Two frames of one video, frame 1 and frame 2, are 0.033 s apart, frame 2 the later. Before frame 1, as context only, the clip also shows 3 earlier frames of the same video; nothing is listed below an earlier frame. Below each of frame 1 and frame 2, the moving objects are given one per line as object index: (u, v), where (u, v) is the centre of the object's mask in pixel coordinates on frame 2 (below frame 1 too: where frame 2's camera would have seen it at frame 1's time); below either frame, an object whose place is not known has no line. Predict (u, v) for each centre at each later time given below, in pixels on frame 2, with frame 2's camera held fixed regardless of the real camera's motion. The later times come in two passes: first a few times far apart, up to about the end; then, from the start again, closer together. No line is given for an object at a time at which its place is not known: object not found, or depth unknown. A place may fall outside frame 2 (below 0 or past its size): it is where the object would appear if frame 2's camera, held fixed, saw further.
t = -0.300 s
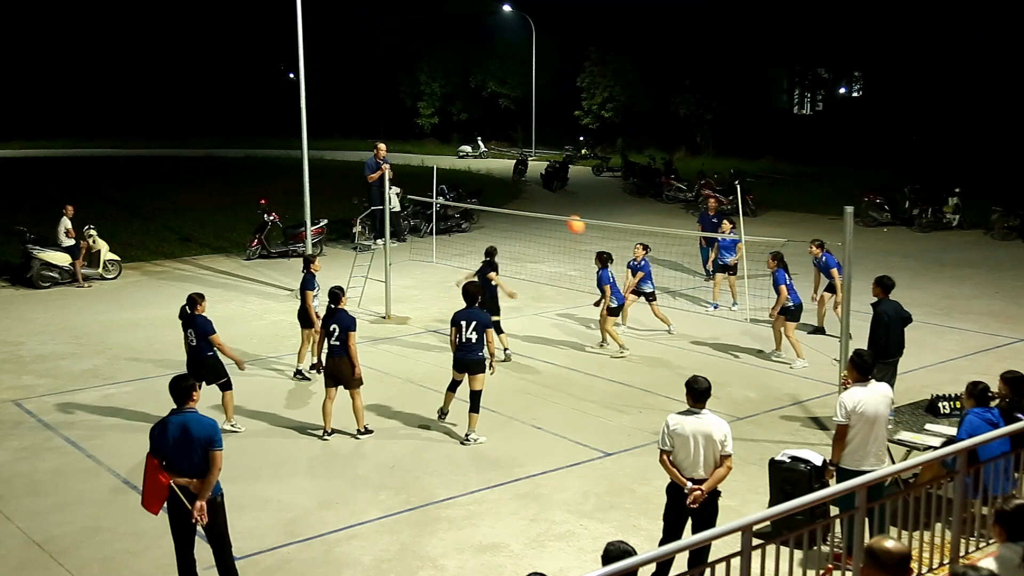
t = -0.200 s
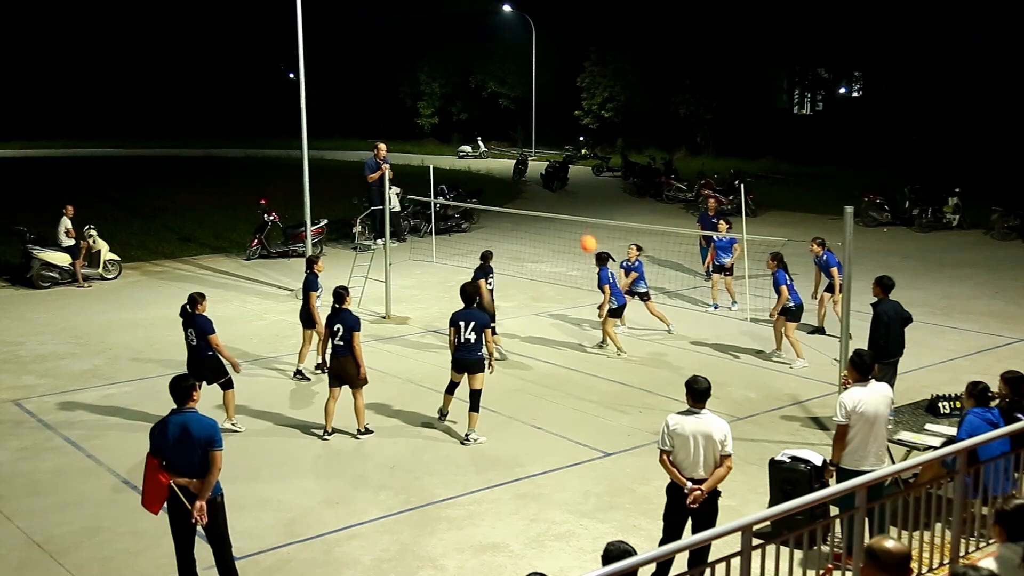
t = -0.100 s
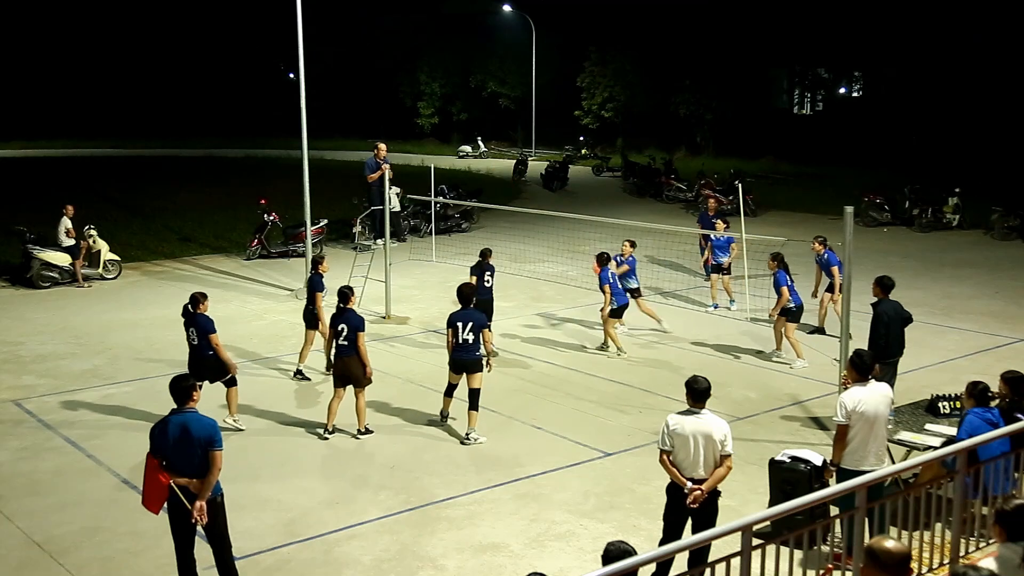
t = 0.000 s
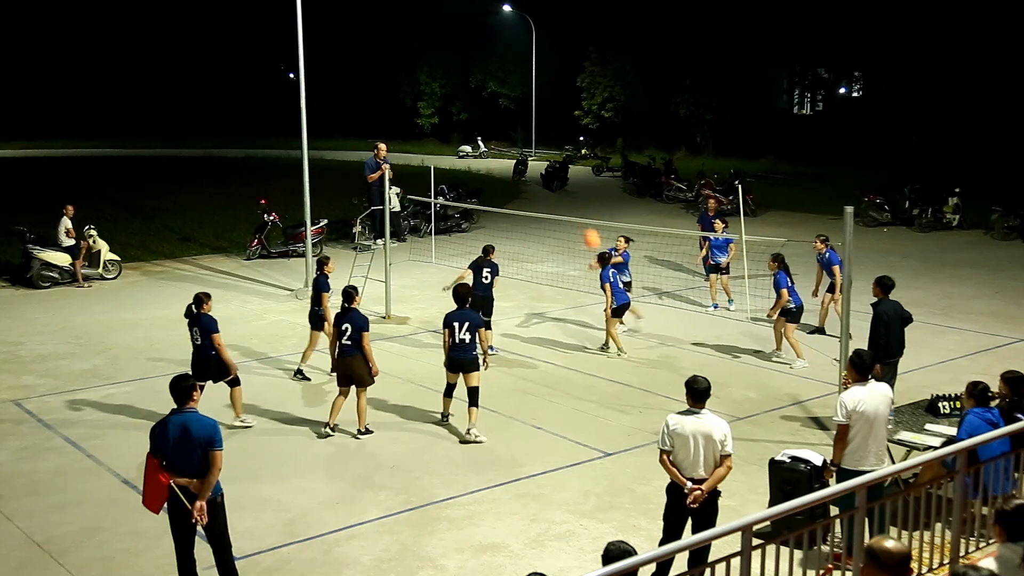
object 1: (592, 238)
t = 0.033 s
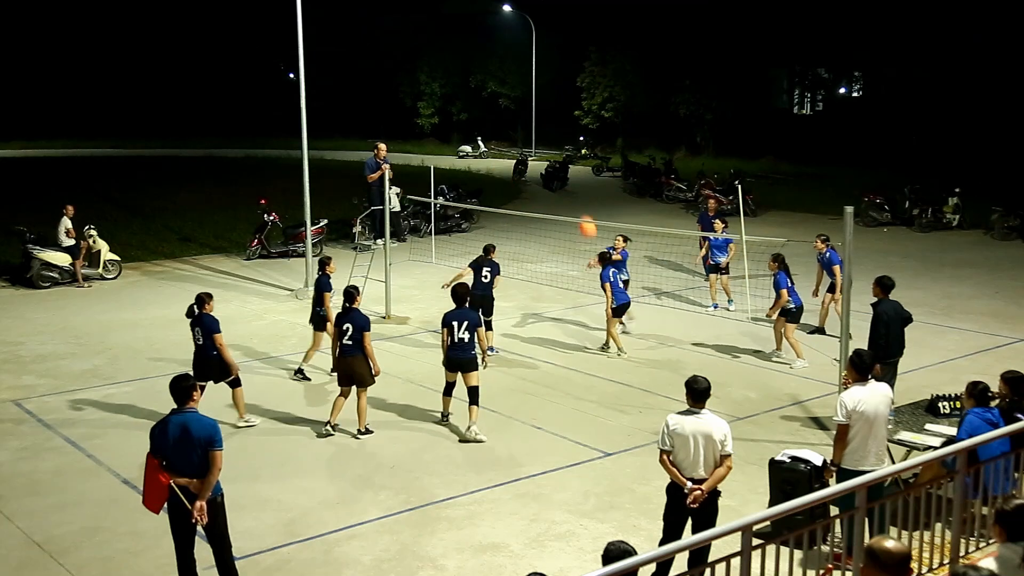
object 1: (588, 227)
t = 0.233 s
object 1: (558, 167)
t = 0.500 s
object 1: (517, 128)
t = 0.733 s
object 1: (481, 139)
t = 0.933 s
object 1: (450, 185)
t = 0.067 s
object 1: (581, 211)
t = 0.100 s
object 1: (577, 204)
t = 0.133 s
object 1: (573, 194)
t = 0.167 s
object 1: (568, 184)
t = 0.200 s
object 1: (562, 175)
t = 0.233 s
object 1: (558, 167)
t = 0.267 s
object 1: (553, 160)
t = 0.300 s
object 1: (547, 152)
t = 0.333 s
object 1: (542, 146)
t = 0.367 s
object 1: (537, 141)
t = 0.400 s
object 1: (532, 136)
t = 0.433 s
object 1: (527, 133)
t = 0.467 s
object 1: (522, 130)
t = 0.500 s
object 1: (517, 128)
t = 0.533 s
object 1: (511, 127)
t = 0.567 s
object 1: (507, 127)
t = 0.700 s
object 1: (487, 134)
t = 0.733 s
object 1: (481, 139)
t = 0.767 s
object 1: (477, 143)
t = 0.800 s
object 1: (471, 150)
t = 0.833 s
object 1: (465, 158)
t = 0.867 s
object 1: (460, 167)
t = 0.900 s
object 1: (455, 176)
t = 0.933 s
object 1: (450, 185)
